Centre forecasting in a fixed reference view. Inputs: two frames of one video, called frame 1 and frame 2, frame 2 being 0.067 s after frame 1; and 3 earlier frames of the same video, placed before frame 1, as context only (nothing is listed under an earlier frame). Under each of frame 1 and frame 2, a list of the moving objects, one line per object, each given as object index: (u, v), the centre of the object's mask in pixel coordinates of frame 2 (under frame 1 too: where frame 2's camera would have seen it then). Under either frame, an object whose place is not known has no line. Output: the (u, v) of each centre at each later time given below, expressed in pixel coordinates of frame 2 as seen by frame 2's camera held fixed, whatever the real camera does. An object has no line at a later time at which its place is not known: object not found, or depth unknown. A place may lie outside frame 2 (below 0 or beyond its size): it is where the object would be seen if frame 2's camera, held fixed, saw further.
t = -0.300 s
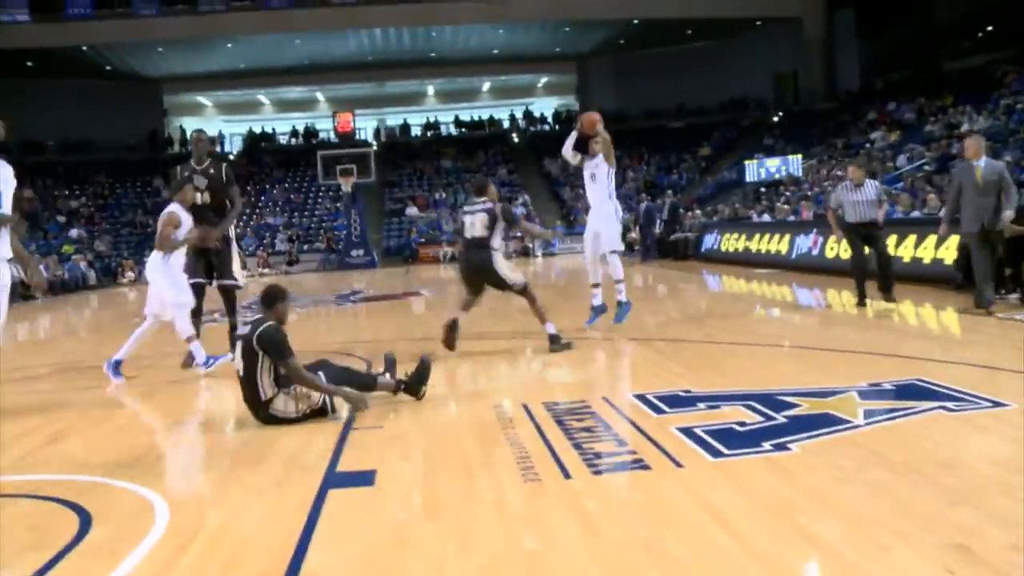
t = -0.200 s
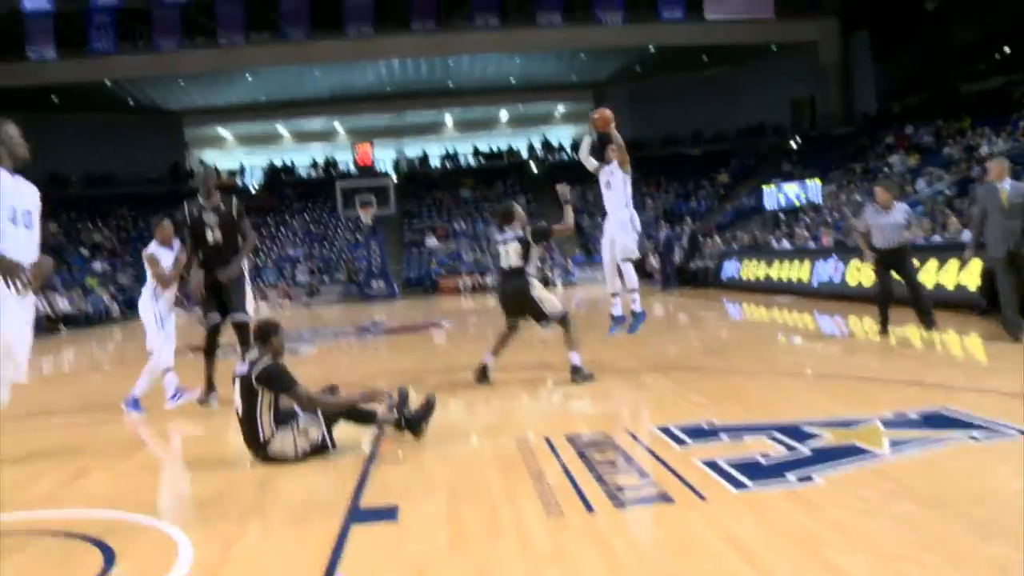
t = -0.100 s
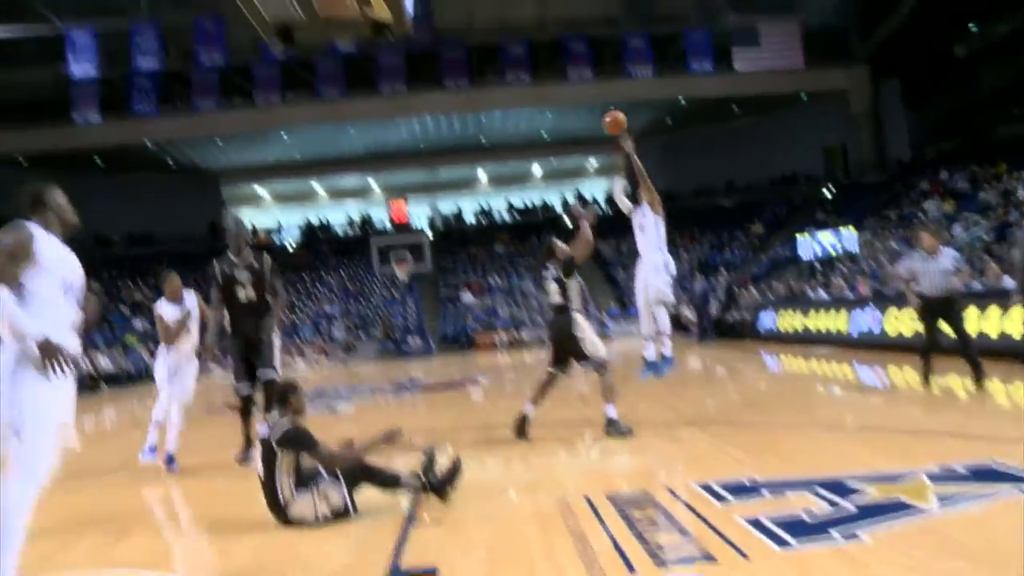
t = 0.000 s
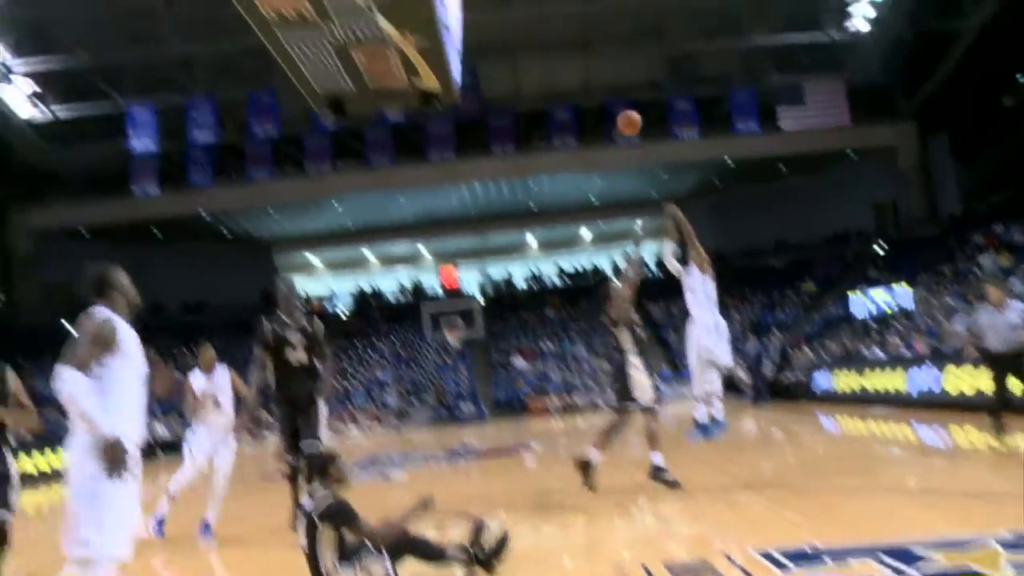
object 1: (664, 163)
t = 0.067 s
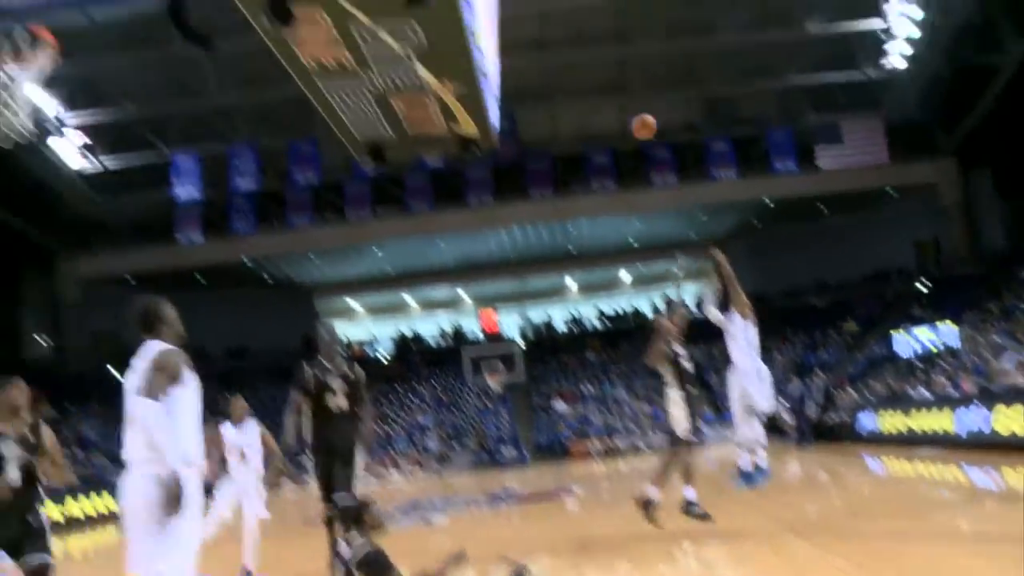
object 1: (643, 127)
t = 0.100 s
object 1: (633, 109)
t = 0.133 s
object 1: (622, 93)
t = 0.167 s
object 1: (611, 77)
